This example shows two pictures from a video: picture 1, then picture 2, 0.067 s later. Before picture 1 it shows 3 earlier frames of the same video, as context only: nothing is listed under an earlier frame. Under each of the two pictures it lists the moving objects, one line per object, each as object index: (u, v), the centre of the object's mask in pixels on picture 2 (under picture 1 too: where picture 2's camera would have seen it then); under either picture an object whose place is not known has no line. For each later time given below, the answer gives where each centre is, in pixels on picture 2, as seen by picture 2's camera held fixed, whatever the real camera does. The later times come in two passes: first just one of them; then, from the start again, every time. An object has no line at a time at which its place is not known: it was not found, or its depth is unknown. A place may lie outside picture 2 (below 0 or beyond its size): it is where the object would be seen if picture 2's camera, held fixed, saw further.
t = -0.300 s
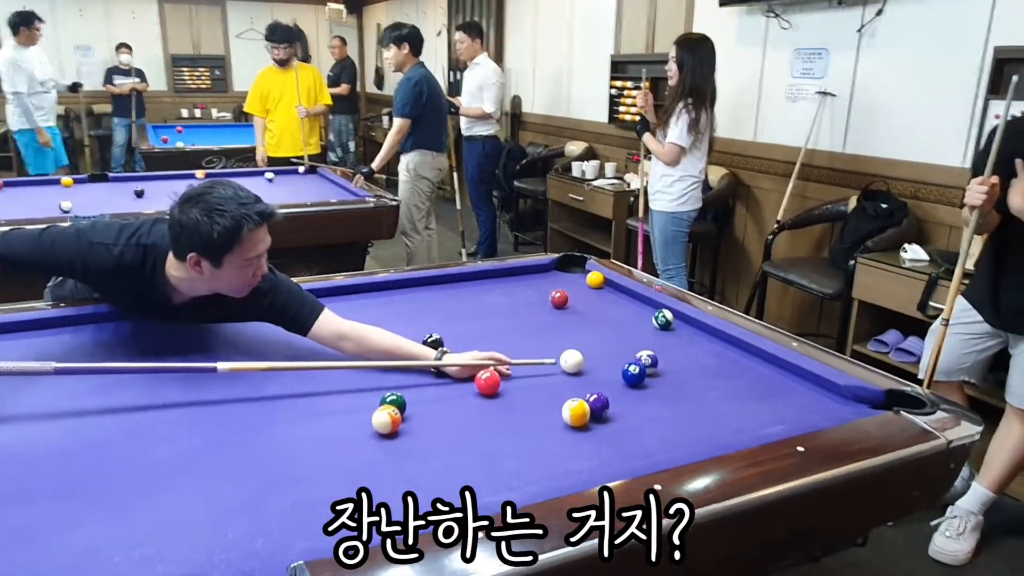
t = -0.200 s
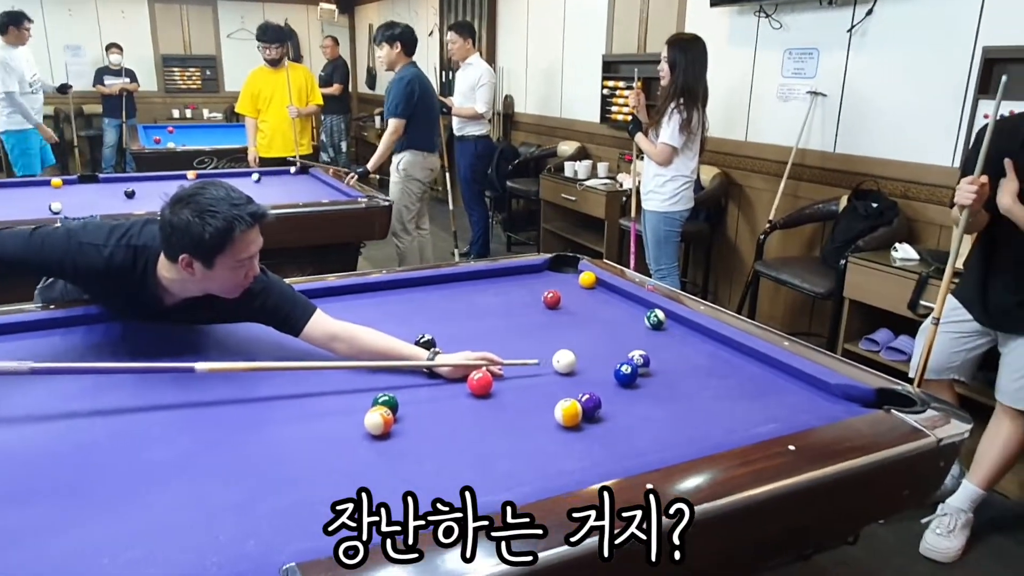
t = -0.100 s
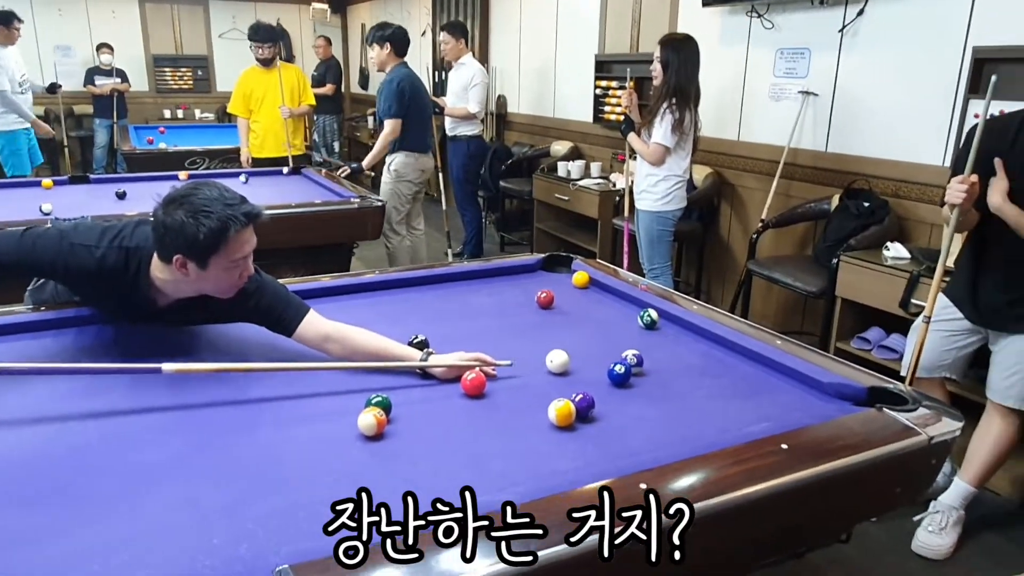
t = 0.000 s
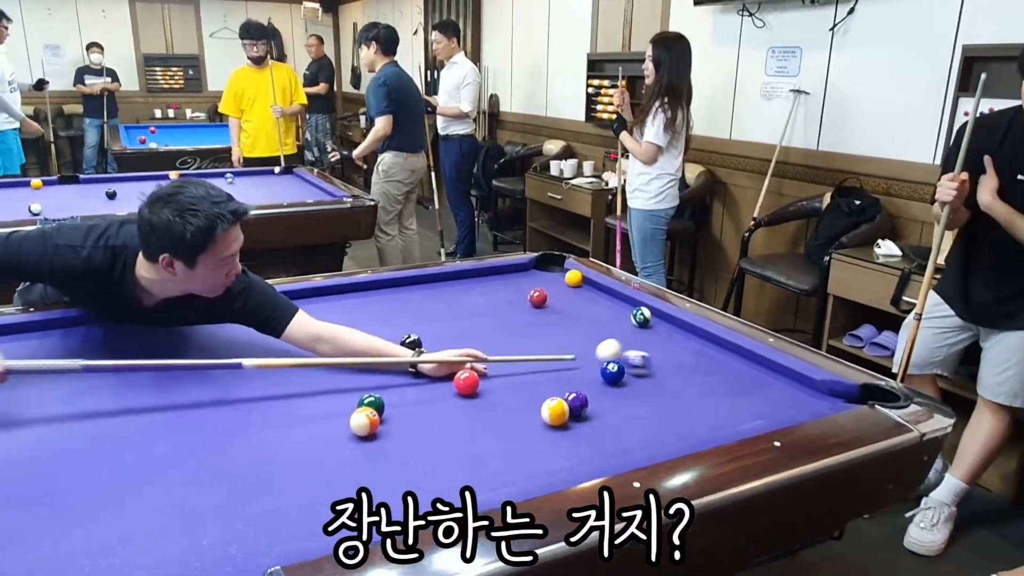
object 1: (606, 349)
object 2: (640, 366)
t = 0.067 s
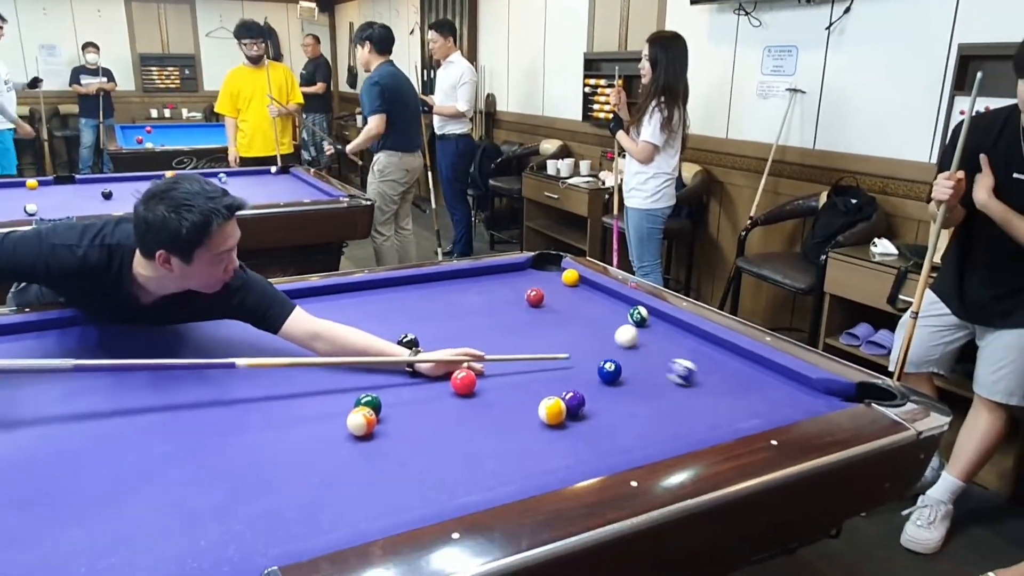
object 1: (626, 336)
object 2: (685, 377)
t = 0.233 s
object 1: (662, 321)
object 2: (794, 395)
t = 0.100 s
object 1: (635, 330)
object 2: (706, 377)
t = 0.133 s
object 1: (644, 324)
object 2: (733, 387)
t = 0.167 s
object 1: (655, 321)
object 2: (755, 392)
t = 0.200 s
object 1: (666, 320)
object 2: (777, 398)
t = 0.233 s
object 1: (662, 321)
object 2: (794, 395)
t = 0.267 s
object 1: (655, 322)
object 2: (818, 398)
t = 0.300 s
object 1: (649, 323)
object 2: (838, 397)
